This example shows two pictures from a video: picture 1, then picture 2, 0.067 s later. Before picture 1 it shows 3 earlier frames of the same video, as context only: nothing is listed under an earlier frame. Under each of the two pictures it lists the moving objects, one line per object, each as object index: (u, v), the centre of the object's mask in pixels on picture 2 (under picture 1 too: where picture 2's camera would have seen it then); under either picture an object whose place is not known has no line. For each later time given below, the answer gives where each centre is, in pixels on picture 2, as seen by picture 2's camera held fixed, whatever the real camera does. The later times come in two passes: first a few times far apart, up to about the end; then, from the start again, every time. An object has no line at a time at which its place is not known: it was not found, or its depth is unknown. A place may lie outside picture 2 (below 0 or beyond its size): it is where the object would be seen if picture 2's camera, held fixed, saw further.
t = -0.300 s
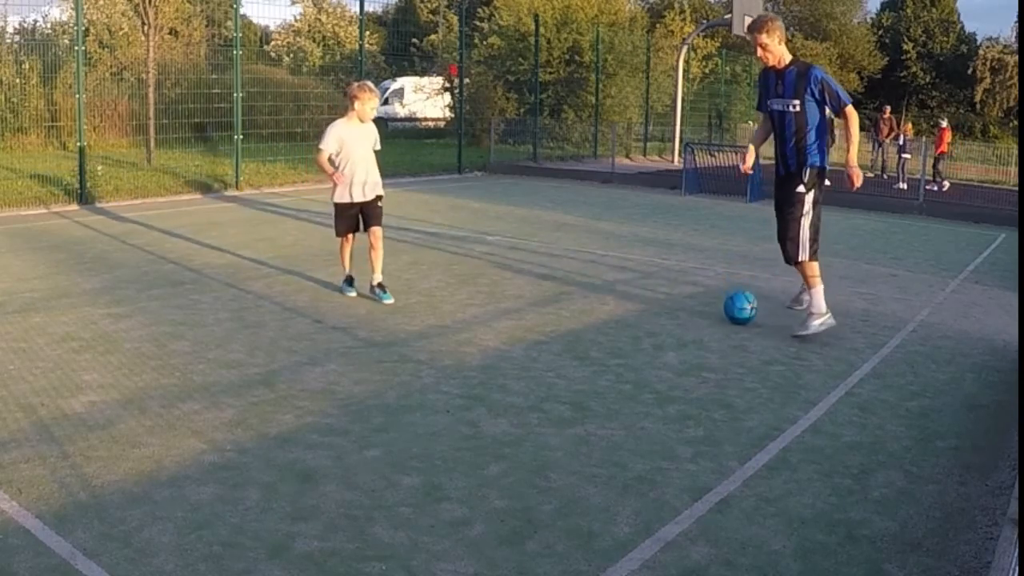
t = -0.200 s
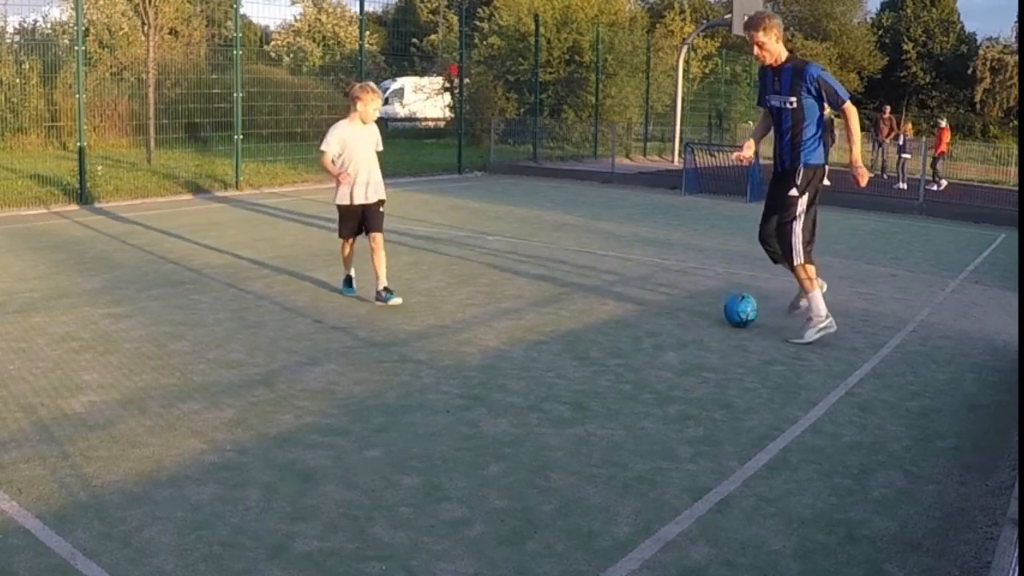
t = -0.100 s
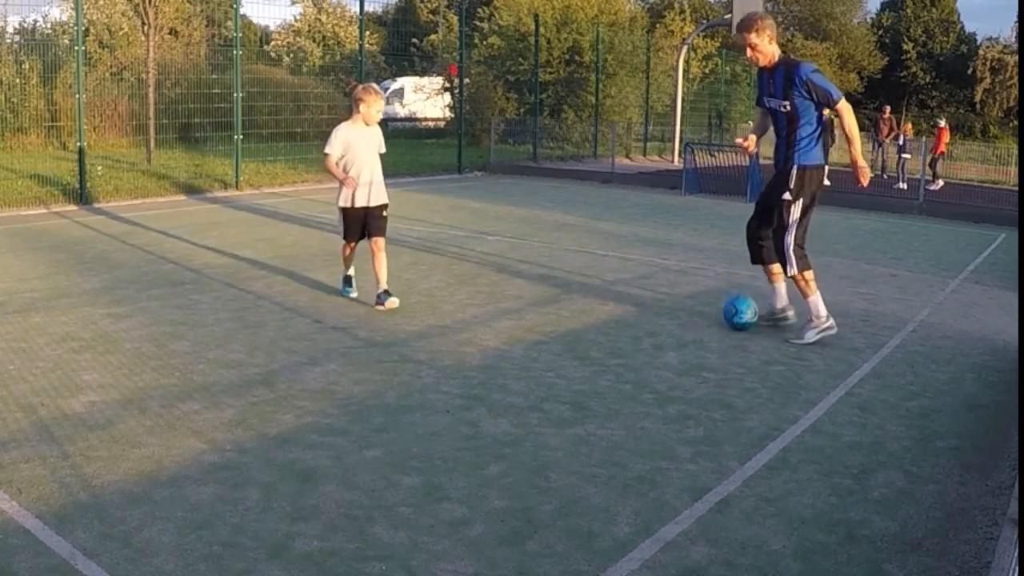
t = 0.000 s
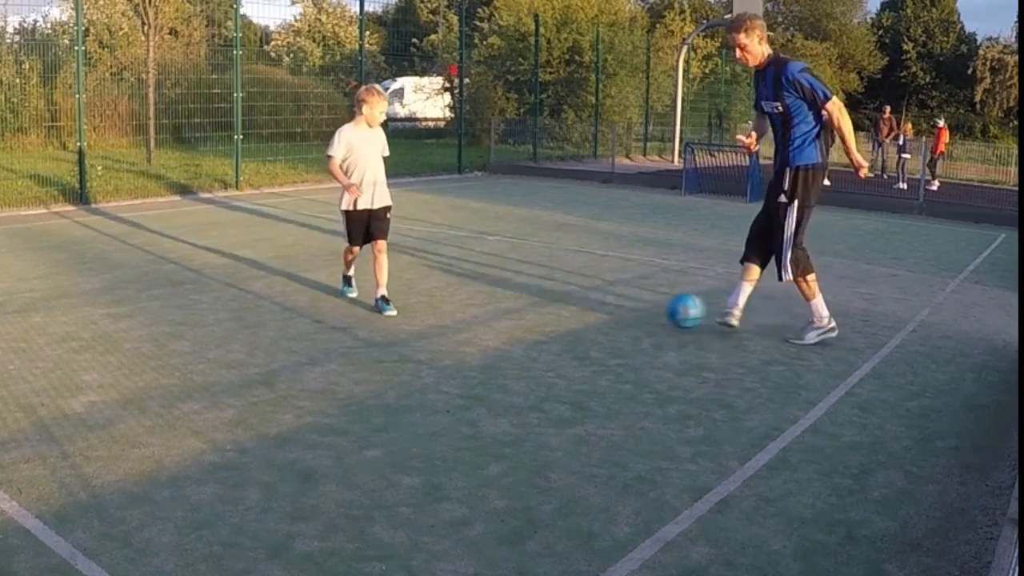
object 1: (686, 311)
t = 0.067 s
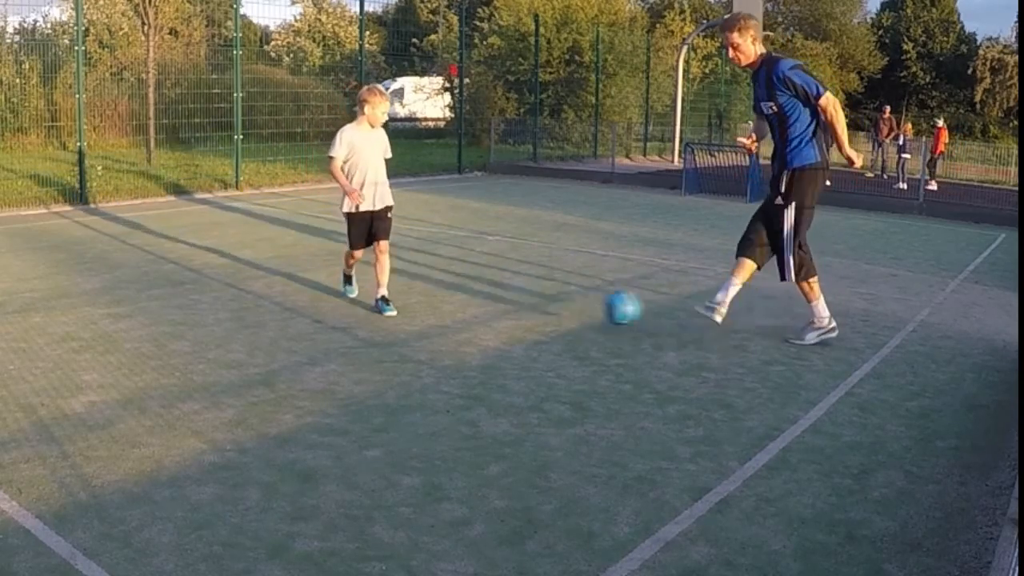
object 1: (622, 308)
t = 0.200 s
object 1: (484, 306)
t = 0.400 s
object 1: (259, 320)
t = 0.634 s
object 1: (34, 315)
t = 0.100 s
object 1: (590, 306)
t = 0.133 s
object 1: (554, 305)
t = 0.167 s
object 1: (521, 306)
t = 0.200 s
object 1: (484, 306)
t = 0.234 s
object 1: (446, 307)
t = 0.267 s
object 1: (411, 307)
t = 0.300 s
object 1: (373, 310)
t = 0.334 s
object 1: (335, 311)
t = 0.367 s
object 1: (297, 316)
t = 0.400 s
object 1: (259, 320)
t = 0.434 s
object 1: (225, 319)
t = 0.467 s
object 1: (193, 317)
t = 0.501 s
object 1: (161, 315)
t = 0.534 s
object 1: (128, 315)
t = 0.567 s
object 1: (96, 314)
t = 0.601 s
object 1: (66, 314)
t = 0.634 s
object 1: (34, 315)
